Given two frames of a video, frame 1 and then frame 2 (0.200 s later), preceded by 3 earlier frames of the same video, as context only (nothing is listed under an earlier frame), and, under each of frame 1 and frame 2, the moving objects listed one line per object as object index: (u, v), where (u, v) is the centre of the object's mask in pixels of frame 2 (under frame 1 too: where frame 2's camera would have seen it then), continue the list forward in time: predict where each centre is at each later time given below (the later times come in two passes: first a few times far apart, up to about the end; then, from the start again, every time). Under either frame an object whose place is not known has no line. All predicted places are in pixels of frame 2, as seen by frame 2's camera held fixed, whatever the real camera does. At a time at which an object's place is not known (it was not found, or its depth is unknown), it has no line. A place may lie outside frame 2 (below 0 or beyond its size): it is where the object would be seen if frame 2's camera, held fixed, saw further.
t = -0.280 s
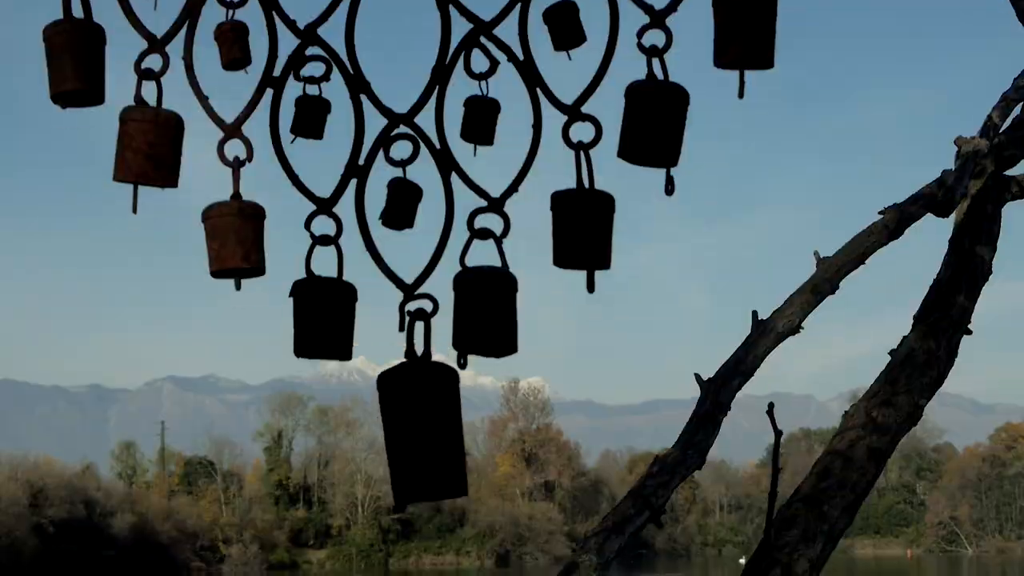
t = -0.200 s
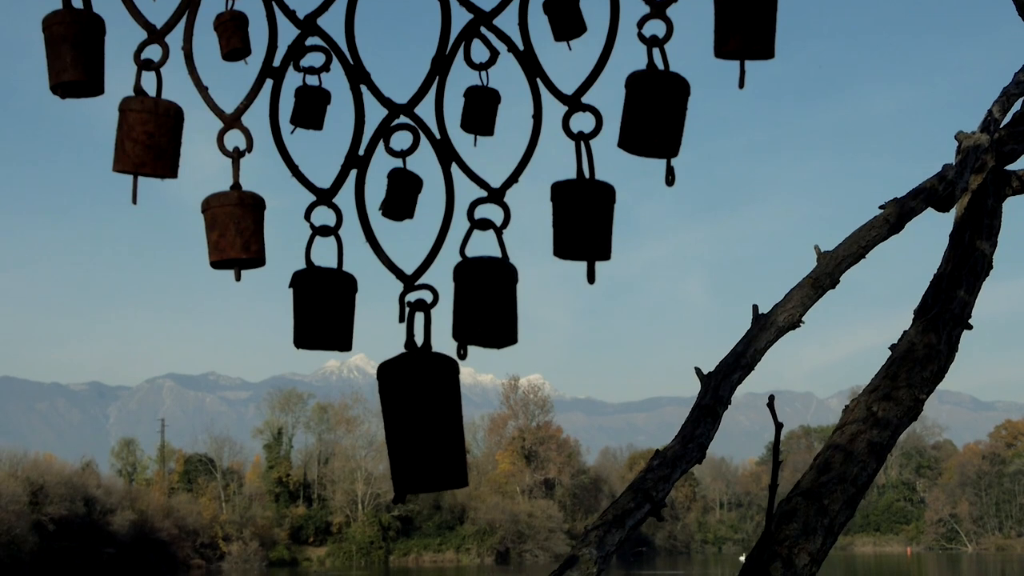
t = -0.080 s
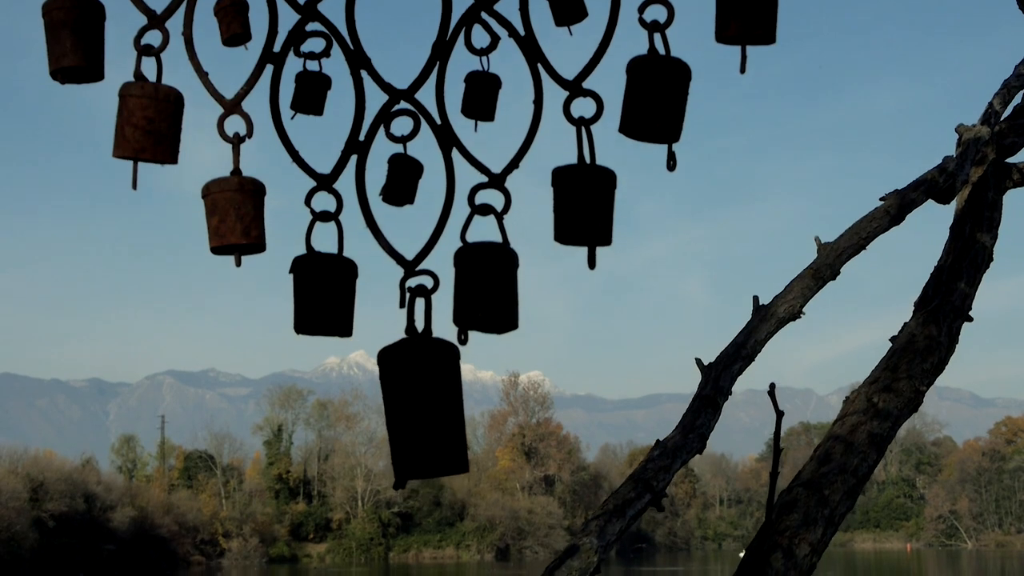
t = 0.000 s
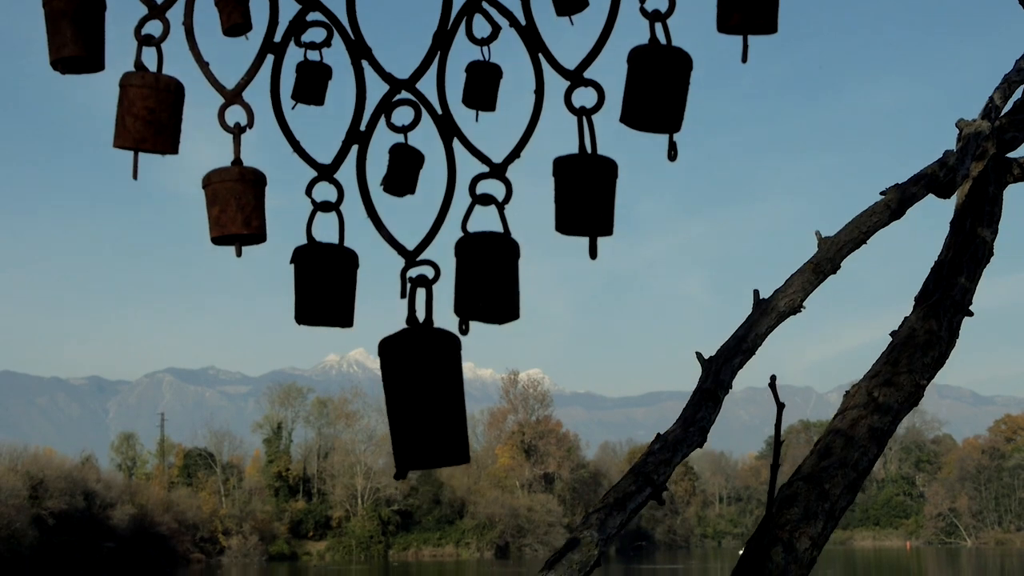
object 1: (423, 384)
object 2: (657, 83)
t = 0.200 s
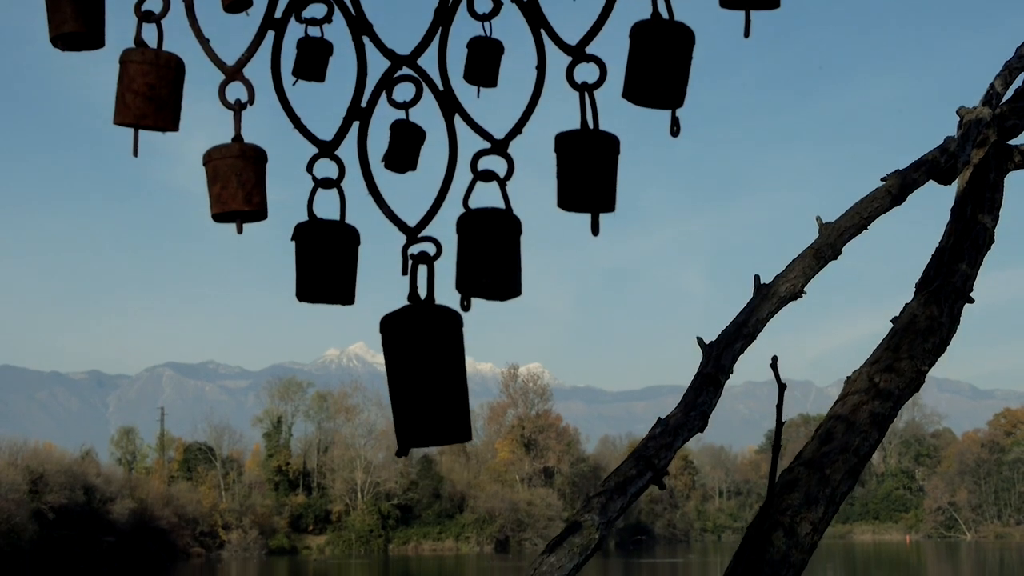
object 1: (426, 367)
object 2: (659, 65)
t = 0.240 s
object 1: (427, 365)
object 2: (660, 64)
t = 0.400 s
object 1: (430, 355)
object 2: (662, 56)
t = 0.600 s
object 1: (437, 344)
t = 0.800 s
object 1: (442, 332)
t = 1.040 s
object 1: (438, 313)
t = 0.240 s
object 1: (427, 365)
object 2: (660, 64)
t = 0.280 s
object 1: (427, 362)
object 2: (660, 60)
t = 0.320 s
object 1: (427, 360)
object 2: (660, 59)
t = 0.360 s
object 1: (429, 357)
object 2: (660, 57)
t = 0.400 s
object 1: (430, 355)
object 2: (662, 56)
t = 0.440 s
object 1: (431, 353)
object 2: (662, 55)
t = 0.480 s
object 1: (433, 350)
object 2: (663, 55)
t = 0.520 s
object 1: (434, 348)
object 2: (664, 55)
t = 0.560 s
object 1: (435, 346)
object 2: (665, 55)
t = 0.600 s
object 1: (437, 344)
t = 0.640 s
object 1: (438, 341)
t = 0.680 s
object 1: (439, 339)
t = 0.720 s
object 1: (441, 338)
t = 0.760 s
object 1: (442, 334)
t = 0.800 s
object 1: (442, 332)
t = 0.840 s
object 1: (441, 328)
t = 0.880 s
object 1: (440, 325)
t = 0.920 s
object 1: (439, 322)
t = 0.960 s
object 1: (439, 319)
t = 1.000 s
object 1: (438, 315)
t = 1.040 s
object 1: (438, 313)
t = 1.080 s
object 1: (438, 310)
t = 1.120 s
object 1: (437, 307)
